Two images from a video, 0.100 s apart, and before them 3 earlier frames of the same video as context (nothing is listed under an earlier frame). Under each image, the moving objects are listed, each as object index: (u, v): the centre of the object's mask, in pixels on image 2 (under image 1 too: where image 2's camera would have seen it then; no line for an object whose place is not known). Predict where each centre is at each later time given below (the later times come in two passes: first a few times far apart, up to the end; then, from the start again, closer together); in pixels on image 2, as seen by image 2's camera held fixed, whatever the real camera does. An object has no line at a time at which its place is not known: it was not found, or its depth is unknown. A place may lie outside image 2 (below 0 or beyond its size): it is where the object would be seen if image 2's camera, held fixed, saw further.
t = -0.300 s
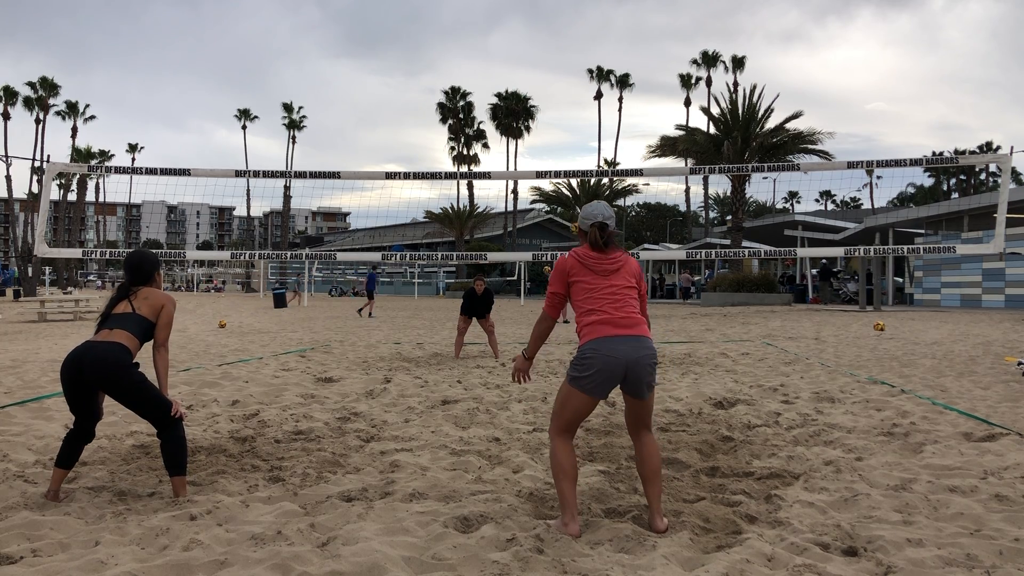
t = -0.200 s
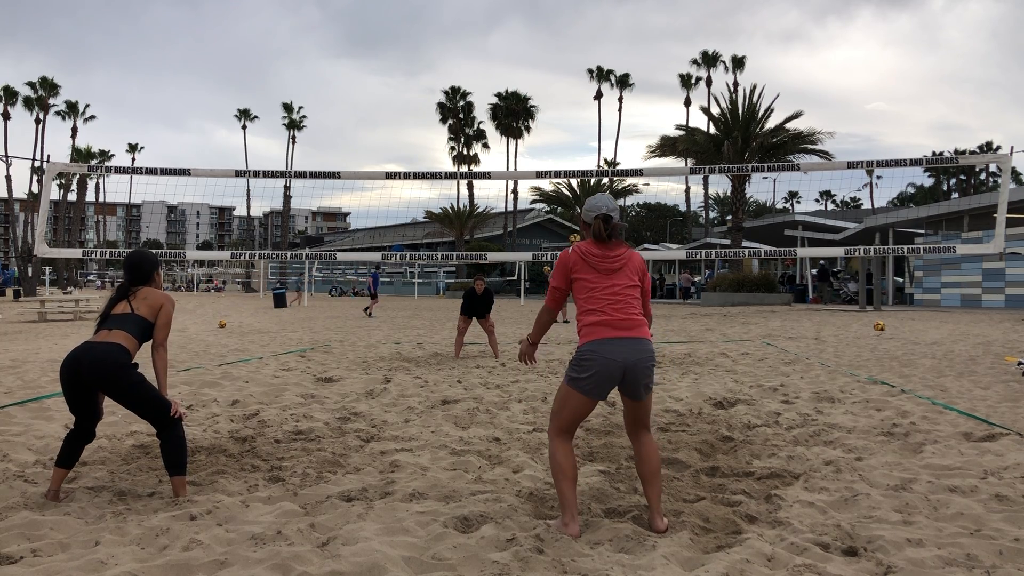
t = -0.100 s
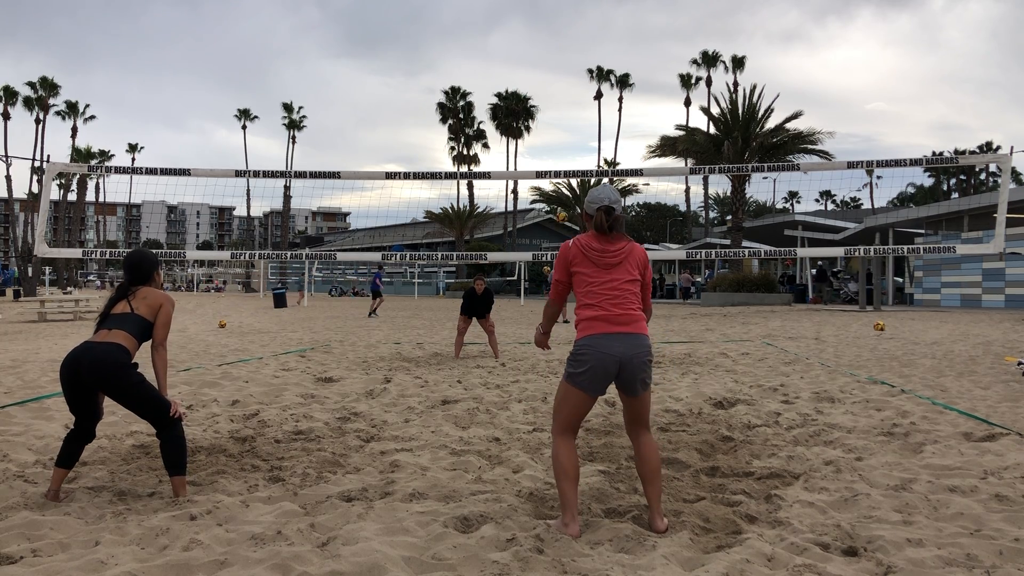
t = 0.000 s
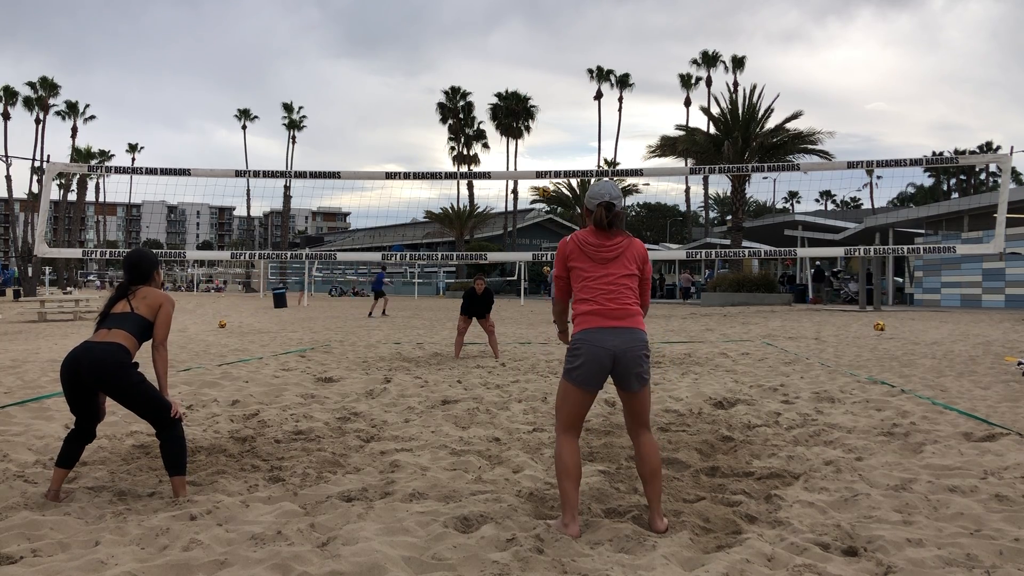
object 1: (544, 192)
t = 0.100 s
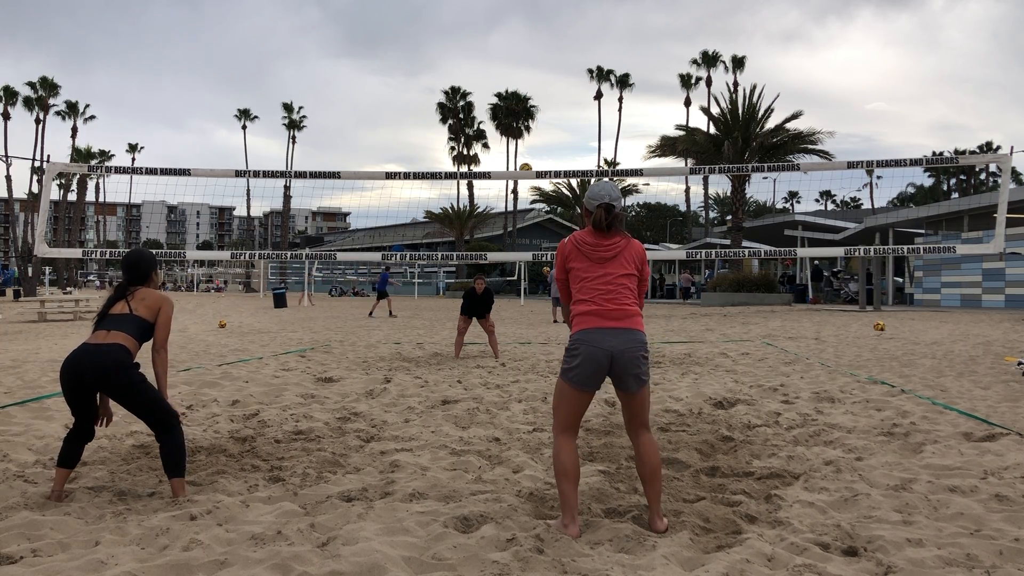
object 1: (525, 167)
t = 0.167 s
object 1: (511, 156)
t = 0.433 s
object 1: (441, 124)
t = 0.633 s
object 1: (369, 132)
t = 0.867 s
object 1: (255, 204)
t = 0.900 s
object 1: (235, 221)
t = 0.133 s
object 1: (518, 163)
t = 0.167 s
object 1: (511, 156)
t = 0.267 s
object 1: (488, 140)
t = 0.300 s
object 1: (480, 136)
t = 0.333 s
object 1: (470, 133)
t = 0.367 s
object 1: (460, 129)
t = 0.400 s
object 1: (451, 126)
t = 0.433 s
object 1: (441, 124)
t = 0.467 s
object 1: (430, 123)
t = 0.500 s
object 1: (419, 122)
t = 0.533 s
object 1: (407, 123)
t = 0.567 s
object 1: (395, 125)
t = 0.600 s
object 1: (382, 128)
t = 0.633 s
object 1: (369, 132)
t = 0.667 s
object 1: (355, 138)
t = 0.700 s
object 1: (341, 144)
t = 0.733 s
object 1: (326, 153)
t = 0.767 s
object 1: (309, 162)
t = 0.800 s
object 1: (293, 174)
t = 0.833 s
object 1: (274, 188)
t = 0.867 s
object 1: (255, 204)
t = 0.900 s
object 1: (235, 221)
